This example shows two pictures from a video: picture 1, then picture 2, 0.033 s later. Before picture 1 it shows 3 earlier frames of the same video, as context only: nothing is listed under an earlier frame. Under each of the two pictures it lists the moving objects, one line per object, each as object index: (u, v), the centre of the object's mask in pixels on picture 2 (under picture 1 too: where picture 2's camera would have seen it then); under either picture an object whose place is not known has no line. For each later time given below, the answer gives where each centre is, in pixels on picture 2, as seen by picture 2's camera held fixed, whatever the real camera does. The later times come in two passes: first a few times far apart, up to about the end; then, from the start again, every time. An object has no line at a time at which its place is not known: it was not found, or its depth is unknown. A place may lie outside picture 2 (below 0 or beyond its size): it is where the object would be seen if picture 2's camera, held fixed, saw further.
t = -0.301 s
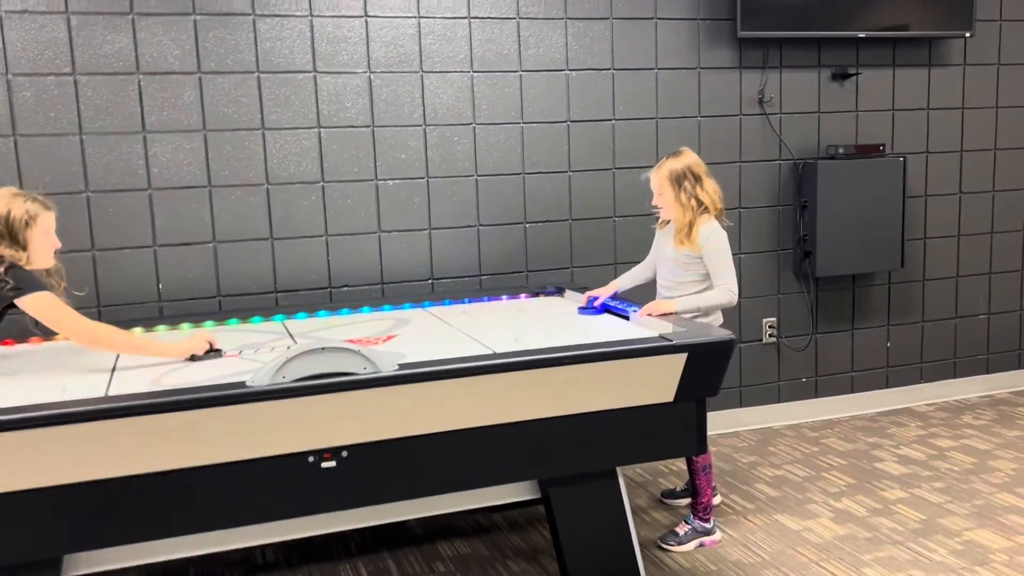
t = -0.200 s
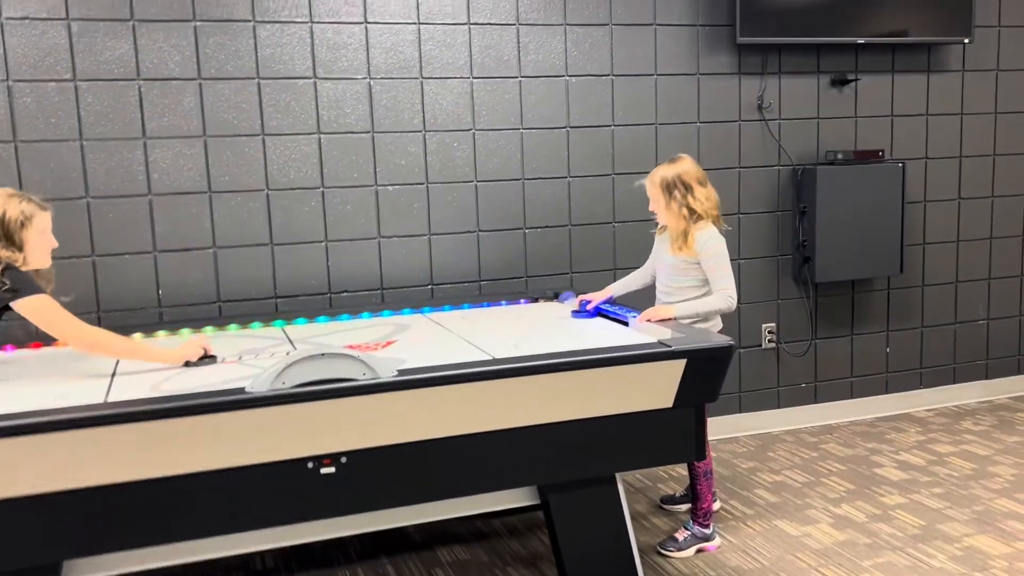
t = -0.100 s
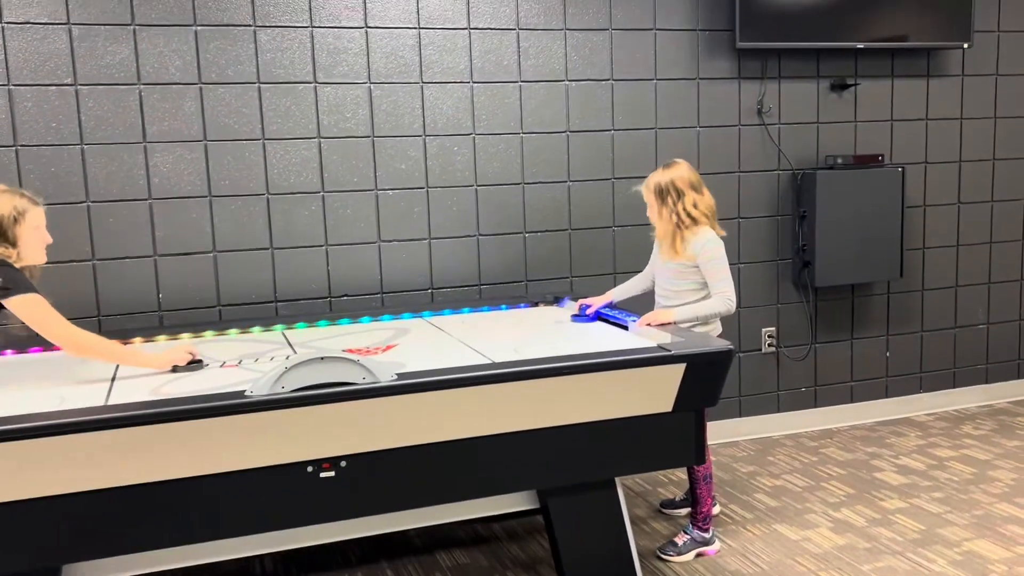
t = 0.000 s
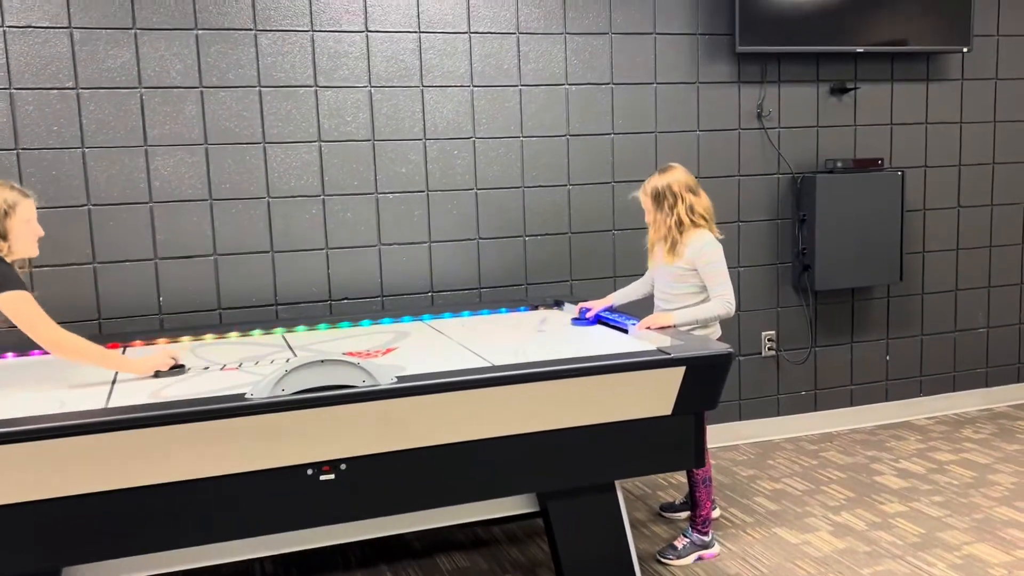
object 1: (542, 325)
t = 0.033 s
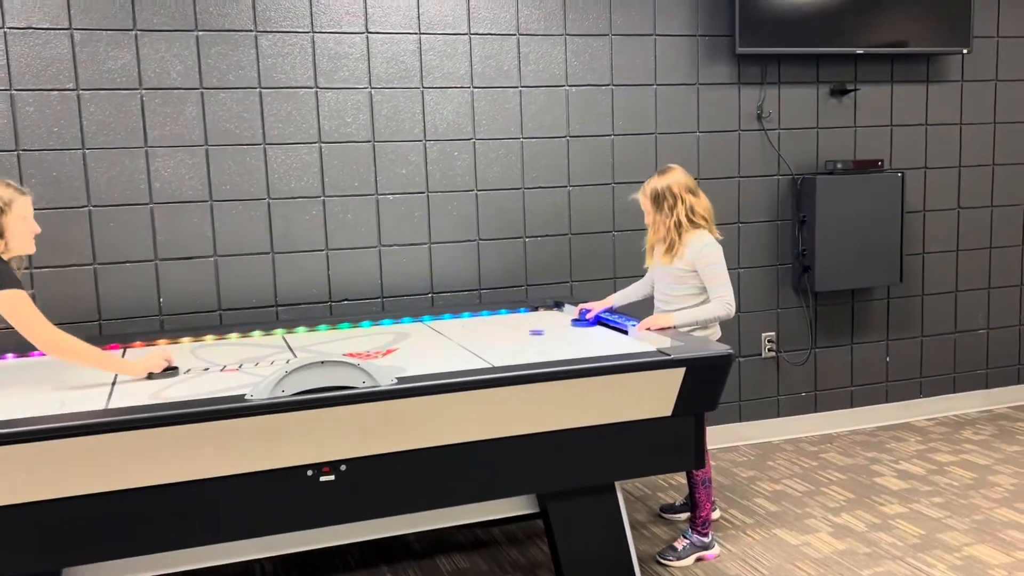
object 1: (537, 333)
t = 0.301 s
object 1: (486, 347)
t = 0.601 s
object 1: (459, 352)
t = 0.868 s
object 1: (460, 353)
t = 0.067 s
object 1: (530, 330)
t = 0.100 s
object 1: (524, 328)
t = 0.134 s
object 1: (518, 330)
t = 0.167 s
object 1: (513, 334)
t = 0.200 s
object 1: (505, 342)
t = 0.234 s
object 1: (498, 343)
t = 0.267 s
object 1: (492, 345)
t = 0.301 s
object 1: (486, 347)
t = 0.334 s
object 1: (481, 347)
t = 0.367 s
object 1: (476, 349)
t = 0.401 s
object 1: (472, 350)
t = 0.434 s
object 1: (468, 351)
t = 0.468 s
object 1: (465, 351)
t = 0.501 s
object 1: (463, 352)
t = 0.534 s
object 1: (460, 352)
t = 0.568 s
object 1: (460, 352)
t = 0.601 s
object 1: (459, 352)
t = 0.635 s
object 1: (459, 352)
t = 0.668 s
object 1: (459, 352)
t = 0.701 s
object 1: (460, 353)
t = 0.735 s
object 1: (459, 353)
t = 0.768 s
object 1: (460, 353)
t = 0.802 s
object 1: (459, 353)
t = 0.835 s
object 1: (460, 353)
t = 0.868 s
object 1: (460, 353)
